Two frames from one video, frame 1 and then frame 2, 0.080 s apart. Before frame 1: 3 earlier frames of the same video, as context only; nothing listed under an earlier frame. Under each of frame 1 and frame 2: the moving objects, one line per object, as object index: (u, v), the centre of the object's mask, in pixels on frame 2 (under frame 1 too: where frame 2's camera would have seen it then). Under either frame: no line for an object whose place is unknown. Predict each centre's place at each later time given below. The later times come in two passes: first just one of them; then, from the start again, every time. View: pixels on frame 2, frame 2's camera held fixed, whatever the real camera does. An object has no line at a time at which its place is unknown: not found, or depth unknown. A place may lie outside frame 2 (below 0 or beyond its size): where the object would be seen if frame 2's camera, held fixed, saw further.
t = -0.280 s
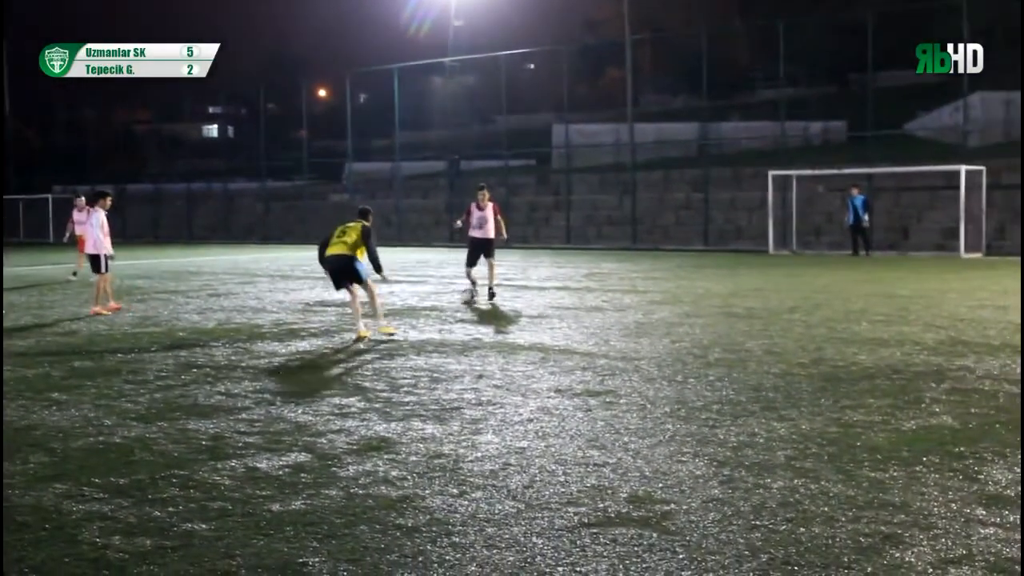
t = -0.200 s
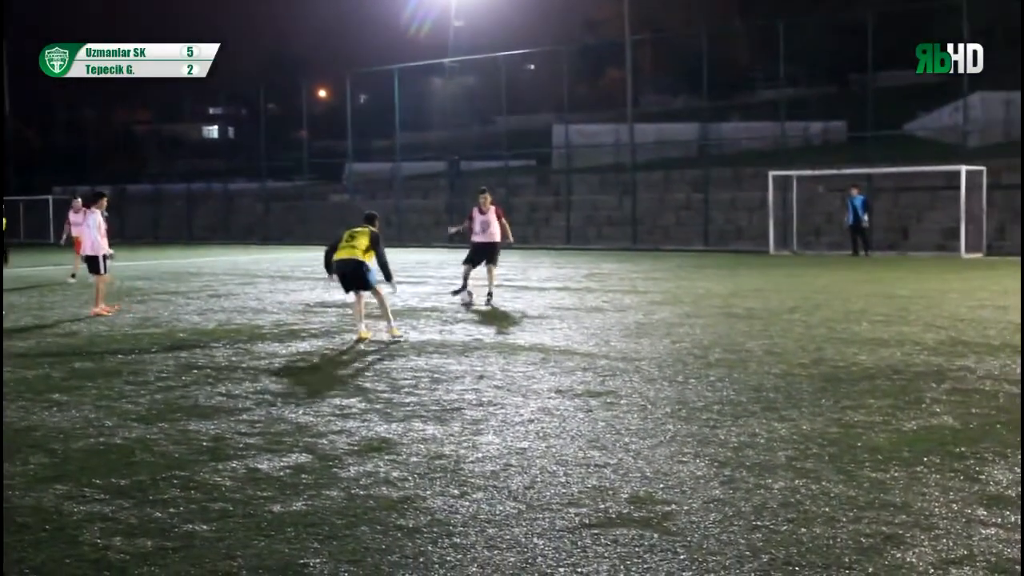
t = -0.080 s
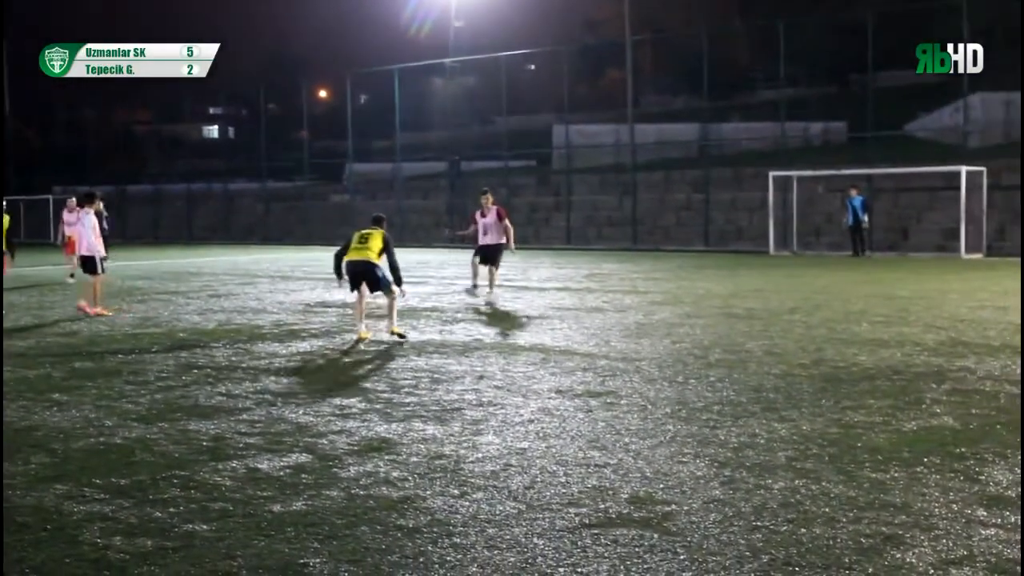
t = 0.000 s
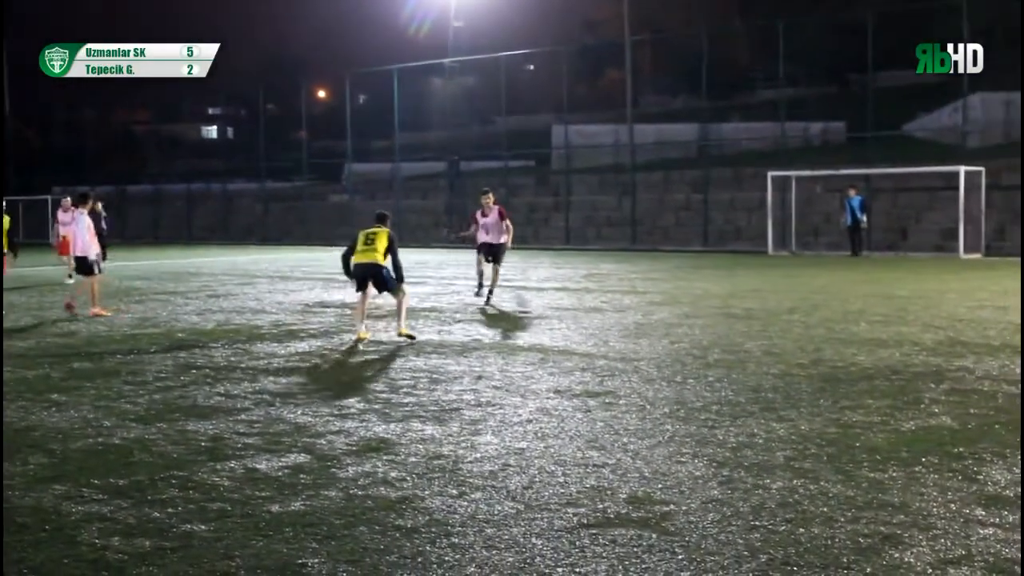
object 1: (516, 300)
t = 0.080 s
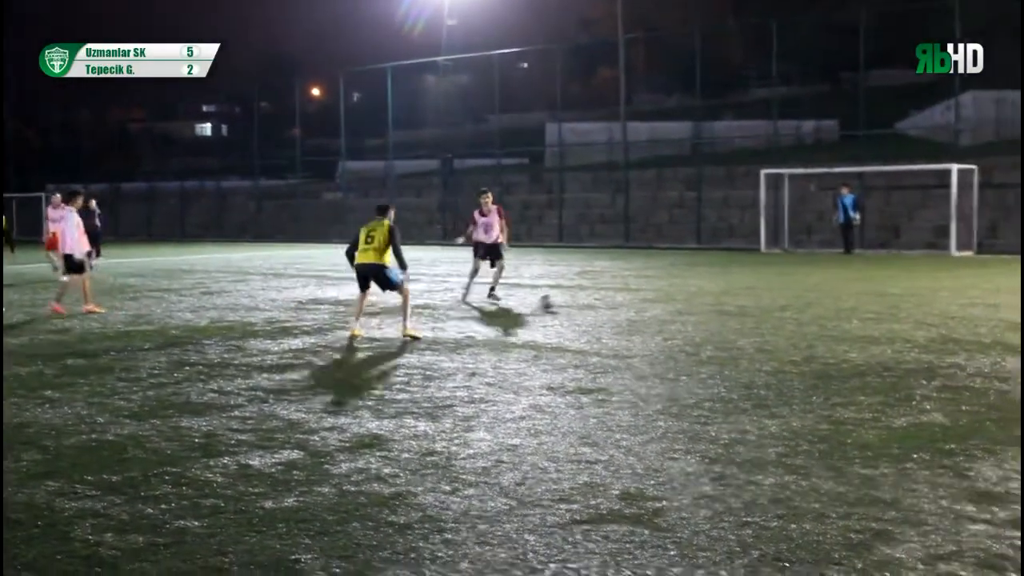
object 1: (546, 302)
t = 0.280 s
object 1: (612, 309)
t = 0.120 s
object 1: (559, 301)
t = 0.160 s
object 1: (573, 301)
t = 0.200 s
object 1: (586, 302)
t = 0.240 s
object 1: (599, 305)
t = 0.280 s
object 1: (612, 309)
